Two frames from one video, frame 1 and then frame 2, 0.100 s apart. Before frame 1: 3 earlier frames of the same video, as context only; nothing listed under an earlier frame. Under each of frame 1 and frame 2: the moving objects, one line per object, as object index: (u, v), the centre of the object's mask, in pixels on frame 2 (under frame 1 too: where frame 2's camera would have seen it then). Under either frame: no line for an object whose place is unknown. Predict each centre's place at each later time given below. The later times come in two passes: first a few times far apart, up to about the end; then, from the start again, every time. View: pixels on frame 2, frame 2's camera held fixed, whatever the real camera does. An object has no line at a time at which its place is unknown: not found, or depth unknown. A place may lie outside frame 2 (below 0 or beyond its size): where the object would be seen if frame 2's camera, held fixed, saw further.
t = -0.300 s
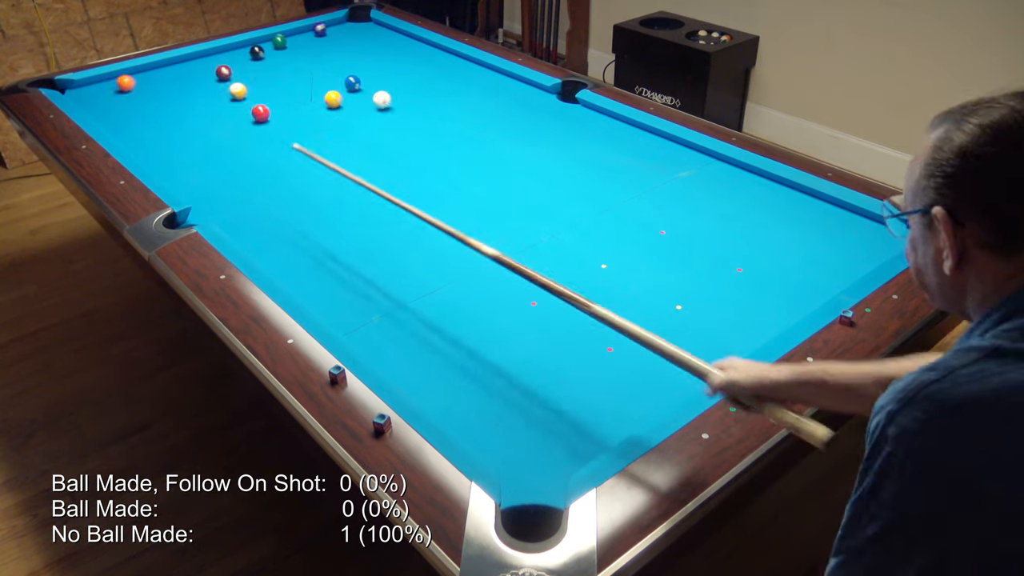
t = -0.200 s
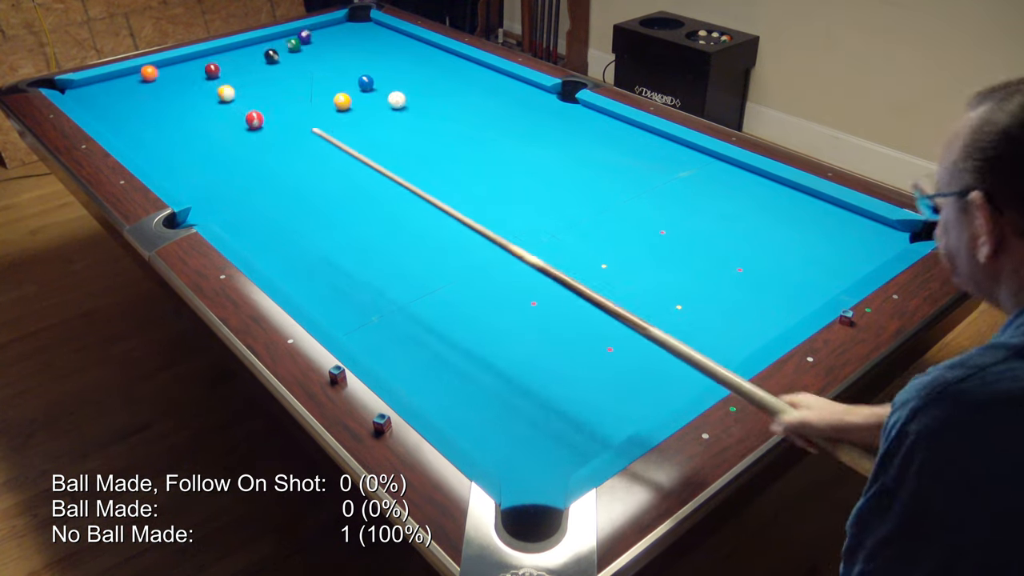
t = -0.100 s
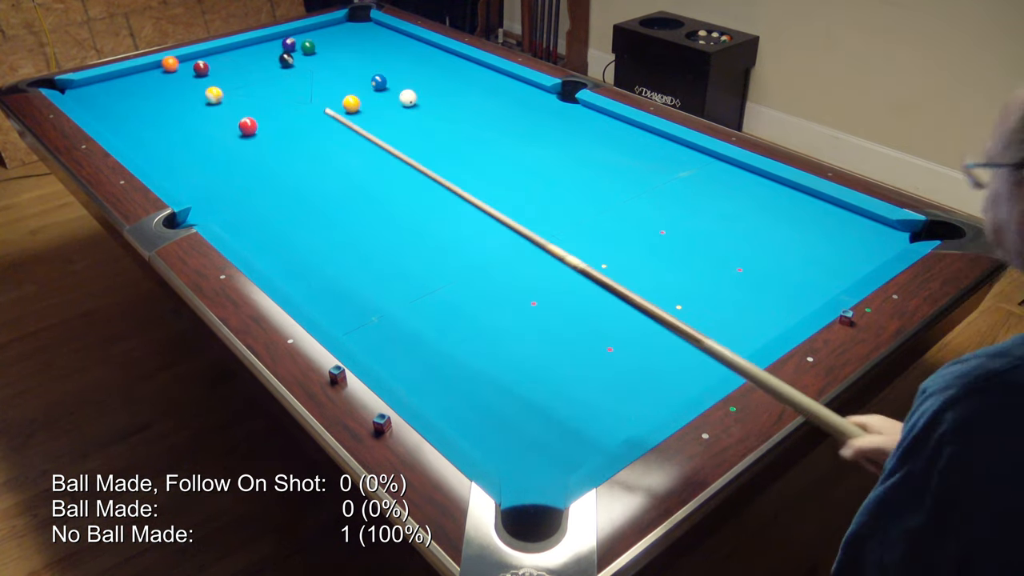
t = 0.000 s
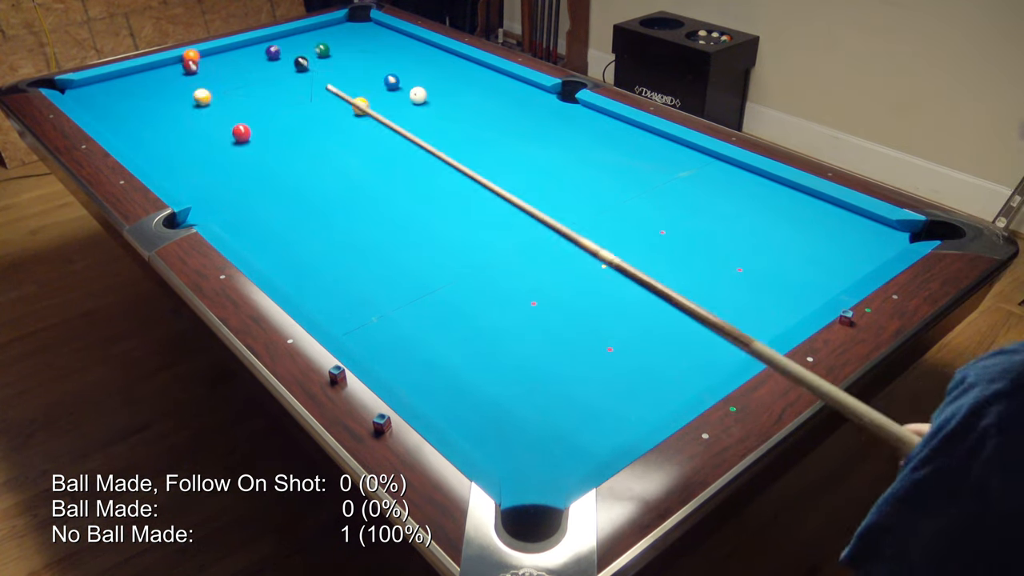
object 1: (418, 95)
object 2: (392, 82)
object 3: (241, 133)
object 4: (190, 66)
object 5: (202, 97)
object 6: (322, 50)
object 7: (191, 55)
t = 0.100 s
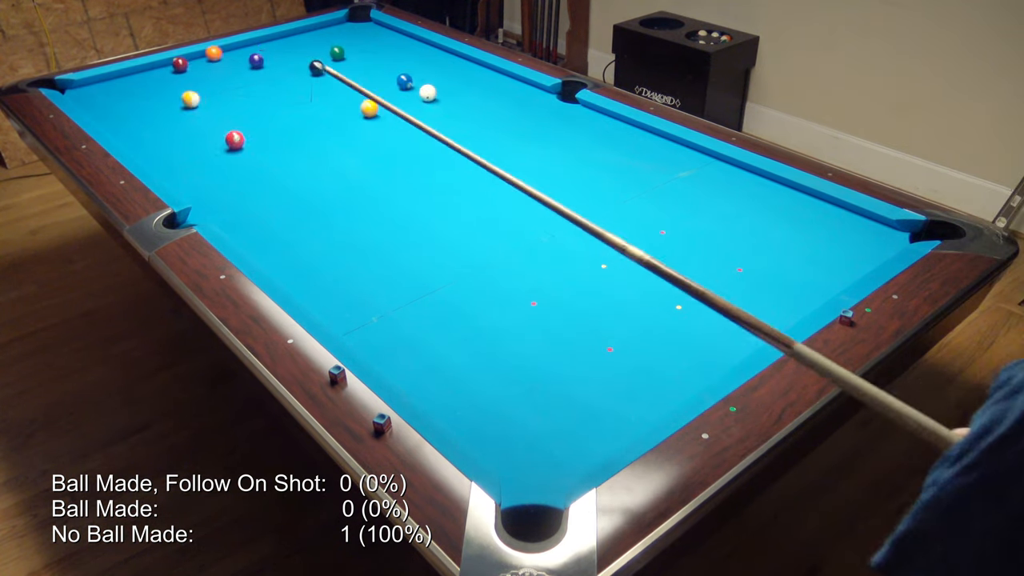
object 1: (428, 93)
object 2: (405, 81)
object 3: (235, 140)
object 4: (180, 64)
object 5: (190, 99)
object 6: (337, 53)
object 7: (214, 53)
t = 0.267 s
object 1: (443, 88)
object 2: (424, 80)
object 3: (223, 151)
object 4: (167, 63)
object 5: (171, 102)
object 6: (361, 58)
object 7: (250, 47)
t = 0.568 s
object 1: (470, 82)
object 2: (457, 78)
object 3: (202, 173)
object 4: (163, 70)
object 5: (138, 108)
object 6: (406, 66)
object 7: (311, 38)
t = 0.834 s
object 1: (496, 80)
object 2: (480, 75)
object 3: (189, 191)
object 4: (160, 76)
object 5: (110, 112)
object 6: (446, 74)
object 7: (360, 30)
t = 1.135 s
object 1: (510, 80)
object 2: (493, 70)
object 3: (212, 193)
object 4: (157, 83)
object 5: (102, 113)
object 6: (492, 83)
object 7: (380, 33)
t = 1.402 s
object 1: (519, 82)
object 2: (487, 75)
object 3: (232, 195)
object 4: (154, 88)
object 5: (111, 110)
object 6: (507, 94)
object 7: (374, 42)
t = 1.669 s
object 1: (522, 86)
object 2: (482, 78)
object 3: (249, 197)
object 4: (152, 93)
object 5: (118, 108)
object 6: (523, 107)
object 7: (367, 52)
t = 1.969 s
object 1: (524, 90)
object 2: (477, 80)
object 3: (267, 198)
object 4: (149, 98)
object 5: (124, 106)
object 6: (540, 121)
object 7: (359, 63)
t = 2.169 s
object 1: (525, 92)
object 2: (475, 81)
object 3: (277, 199)
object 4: (148, 101)
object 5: (128, 105)
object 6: (551, 130)
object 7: (354, 70)
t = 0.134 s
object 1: (431, 92)
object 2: (408, 81)
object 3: (232, 142)
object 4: (176, 64)
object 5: (187, 100)
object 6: (342, 54)
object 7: (221, 52)
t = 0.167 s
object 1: (434, 91)
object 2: (412, 81)
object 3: (230, 144)
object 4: (173, 63)
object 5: (183, 100)
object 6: (346, 55)
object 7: (228, 51)
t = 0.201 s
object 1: (437, 90)
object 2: (416, 81)
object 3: (228, 147)
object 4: (170, 62)
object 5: (179, 101)
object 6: (351, 56)
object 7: (235, 49)
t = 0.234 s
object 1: (440, 89)
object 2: (420, 81)
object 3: (226, 149)
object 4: (167, 62)
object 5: (175, 101)
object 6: (356, 57)
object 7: (243, 48)
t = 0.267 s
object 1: (443, 88)
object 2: (424, 80)
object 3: (223, 151)
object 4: (167, 63)
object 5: (171, 102)
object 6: (361, 58)
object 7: (250, 47)
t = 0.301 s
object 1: (446, 88)
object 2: (428, 80)
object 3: (221, 154)
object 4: (166, 64)
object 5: (168, 103)
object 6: (366, 59)
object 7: (257, 46)
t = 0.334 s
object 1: (449, 87)
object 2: (432, 80)
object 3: (219, 156)
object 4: (166, 64)
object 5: (164, 104)
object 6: (371, 60)
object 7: (264, 45)
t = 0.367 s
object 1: (452, 86)
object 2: (436, 80)
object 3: (216, 159)
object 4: (165, 65)
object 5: (160, 104)
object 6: (376, 60)
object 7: (271, 44)
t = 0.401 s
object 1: (455, 86)
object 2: (440, 80)
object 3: (214, 161)
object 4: (165, 66)
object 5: (156, 105)
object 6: (381, 61)
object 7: (277, 43)
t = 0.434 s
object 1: (458, 85)
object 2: (443, 80)
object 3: (212, 163)
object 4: (165, 67)
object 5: (153, 105)
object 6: (386, 62)
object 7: (284, 42)
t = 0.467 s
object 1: (460, 84)
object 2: (447, 79)
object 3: (209, 166)
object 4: (164, 68)
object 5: (149, 106)
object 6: (391, 63)
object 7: (291, 41)
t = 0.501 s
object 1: (463, 83)
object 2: (450, 79)
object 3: (207, 168)
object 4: (164, 68)
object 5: (146, 107)
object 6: (396, 64)
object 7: (298, 40)
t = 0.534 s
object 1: (466, 83)
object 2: (454, 78)
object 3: (204, 171)
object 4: (164, 70)
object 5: (142, 107)
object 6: (401, 65)
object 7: (304, 39)
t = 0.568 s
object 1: (470, 82)
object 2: (457, 78)
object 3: (202, 173)
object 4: (163, 70)
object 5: (138, 108)
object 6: (406, 66)
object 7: (311, 38)
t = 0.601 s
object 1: (473, 82)
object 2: (460, 77)
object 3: (200, 176)
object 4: (163, 71)
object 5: (134, 108)
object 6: (411, 67)
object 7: (317, 37)
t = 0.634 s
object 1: (476, 82)
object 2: (463, 77)
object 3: (197, 178)
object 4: (163, 72)
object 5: (131, 109)
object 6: (416, 68)
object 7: (323, 36)
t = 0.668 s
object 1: (480, 81)
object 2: (466, 77)
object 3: (195, 181)
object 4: (162, 73)
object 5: (127, 110)
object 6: (421, 69)
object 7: (330, 35)
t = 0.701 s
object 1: (483, 81)
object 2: (469, 76)
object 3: (192, 183)
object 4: (162, 74)
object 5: (124, 110)
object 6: (426, 70)
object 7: (336, 34)
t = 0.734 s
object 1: (486, 81)
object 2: (471, 76)
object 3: (190, 186)
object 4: (162, 74)
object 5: (120, 111)
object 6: (431, 71)
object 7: (342, 33)
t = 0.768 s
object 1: (489, 80)
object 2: (474, 75)
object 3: (188, 188)
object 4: (161, 75)
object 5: (116, 111)
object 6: (436, 72)
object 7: (348, 32)
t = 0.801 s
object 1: (493, 80)
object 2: (477, 75)
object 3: (186, 189)
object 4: (161, 75)
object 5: (113, 112)
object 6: (441, 73)
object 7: (354, 31)
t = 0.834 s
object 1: (496, 80)
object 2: (480, 75)
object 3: (189, 191)
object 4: (160, 76)
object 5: (110, 112)
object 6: (446, 74)
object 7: (360, 30)
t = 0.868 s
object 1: (499, 79)
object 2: (482, 74)
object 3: (191, 191)
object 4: (160, 77)
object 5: (106, 113)
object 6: (451, 75)
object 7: (366, 29)
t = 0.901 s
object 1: (502, 79)
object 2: (485, 74)
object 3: (194, 192)
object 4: (160, 78)
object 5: (103, 114)
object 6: (456, 76)
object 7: (372, 28)
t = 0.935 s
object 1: (505, 79)
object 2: (487, 73)
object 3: (196, 192)
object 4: (159, 78)
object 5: (100, 114)
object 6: (461, 77)
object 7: (378, 27)
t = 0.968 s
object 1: (508, 78)
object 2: (490, 73)
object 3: (199, 192)
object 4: (159, 79)
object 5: (97, 114)
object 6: (466, 78)
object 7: (384, 27)
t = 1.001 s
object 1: (511, 78)
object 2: (492, 72)
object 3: (202, 193)
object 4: (159, 80)
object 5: (97, 114)
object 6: (471, 79)
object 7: (384, 28)
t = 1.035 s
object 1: (512, 78)
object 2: (495, 71)
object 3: (204, 193)
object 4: (158, 81)
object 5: (98, 114)
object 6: (476, 80)
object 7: (383, 29)
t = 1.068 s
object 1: (511, 79)
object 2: (494, 72)
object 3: (207, 193)
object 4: (158, 82)
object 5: (100, 114)
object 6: (481, 81)
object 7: (382, 30)
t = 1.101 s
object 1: (511, 79)
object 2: (495, 71)
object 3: (210, 193)
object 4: (158, 82)
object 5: (101, 113)
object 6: (487, 82)
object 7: (381, 32)
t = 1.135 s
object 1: (510, 80)
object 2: (493, 70)
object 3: (212, 193)
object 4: (157, 83)
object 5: (102, 113)
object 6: (492, 83)
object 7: (380, 33)
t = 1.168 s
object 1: (511, 80)
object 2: (492, 71)
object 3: (215, 193)
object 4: (157, 84)
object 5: (103, 113)
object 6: (495, 84)
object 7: (379, 34)
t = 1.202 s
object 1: (514, 80)
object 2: (491, 72)
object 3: (217, 194)
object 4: (157, 84)
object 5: (105, 112)
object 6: (497, 85)
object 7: (379, 35)
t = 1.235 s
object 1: (516, 80)
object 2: (490, 73)
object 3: (220, 194)
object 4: (156, 85)
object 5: (106, 112)
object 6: (499, 87)
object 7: (378, 36)
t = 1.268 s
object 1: (518, 80)
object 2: (490, 74)
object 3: (222, 194)
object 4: (156, 86)
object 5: (107, 112)
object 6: (500, 88)
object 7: (377, 37)
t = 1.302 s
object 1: (518, 81)
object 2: (489, 74)
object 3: (225, 195)
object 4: (155, 86)
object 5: (108, 111)
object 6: (502, 90)
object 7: (376, 39)
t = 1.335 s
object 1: (519, 81)
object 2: (489, 74)
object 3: (227, 195)
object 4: (155, 87)
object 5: (109, 111)
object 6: (504, 91)
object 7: (375, 40)
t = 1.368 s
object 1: (519, 82)
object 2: (488, 75)
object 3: (229, 195)
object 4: (155, 88)
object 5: (110, 111)
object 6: (506, 93)
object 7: (375, 41)
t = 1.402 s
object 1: (519, 82)
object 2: (487, 75)
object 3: (232, 195)
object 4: (154, 88)
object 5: (111, 110)
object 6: (507, 94)
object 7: (374, 42)
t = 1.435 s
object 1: (520, 83)
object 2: (486, 76)
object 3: (234, 195)
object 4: (154, 89)
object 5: (112, 110)
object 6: (509, 96)
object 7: (373, 44)
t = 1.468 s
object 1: (520, 83)
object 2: (486, 76)
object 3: (236, 196)
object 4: (154, 90)
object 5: (113, 110)
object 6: (511, 98)
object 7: (372, 45)
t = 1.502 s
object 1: (520, 84)
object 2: (485, 76)
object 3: (239, 196)
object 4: (153, 90)
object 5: (114, 109)
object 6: (513, 99)
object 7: (371, 46)
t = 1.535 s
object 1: (521, 84)
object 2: (485, 76)
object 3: (241, 196)
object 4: (153, 91)
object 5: (115, 109)
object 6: (515, 101)
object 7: (370, 47)
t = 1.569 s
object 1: (521, 85)
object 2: (484, 77)
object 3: (243, 196)
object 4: (153, 91)
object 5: (116, 109)
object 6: (517, 102)
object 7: (369, 49)
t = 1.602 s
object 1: (521, 85)
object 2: (483, 77)
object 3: (245, 196)
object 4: (152, 92)
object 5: (117, 109)
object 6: (519, 104)
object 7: (369, 50)
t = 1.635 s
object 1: (521, 86)
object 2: (483, 77)
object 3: (247, 196)
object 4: (152, 93)
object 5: (118, 108)
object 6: (521, 105)
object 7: (368, 51)
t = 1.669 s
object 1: (522, 86)
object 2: (482, 78)
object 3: (249, 197)
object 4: (152, 93)
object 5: (118, 108)
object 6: (523, 107)
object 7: (367, 52)
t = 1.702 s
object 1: (522, 87)
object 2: (481, 78)
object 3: (251, 197)
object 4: (151, 94)
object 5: (119, 108)
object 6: (525, 108)
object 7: (366, 53)
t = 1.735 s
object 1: (522, 87)
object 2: (481, 78)
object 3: (253, 197)
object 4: (151, 94)
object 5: (120, 108)
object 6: (527, 110)
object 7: (365, 55)
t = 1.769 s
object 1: (522, 87)
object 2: (480, 79)
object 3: (256, 197)
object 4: (151, 95)
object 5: (121, 107)
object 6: (528, 111)
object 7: (365, 56)
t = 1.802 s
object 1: (523, 88)
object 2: (480, 79)
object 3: (257, 197)
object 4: (150, 95)
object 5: (121, 107)
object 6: (530, 113)
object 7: (364, 57)
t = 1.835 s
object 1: (523, 88)
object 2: (479, 79)
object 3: (260, 198)
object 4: (150, 96)
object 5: (122, 107)
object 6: (532, 114)
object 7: (363, 58)
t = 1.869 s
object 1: (523, 88)
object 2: (479, 79)
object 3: (261, 198)
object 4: (150, 96)
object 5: (123, 107)
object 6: (534, 116)
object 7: (362, 59)
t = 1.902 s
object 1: (523, 89)
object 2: (478, 80)
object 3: (263, 198)
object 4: (150, 97)
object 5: (123, 106)
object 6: (536, 118)
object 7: (361, 61)
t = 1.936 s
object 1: (524, 89)
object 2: (478, 80)
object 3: (265, 198)
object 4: (149, 97)
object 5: (124, 106)
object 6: (538, 119)
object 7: (360, 62)
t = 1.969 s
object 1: (524, 90)
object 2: (477, 80)
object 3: (267, 198)
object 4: (149, 98)
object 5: (124, 106)
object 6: (540, 121)
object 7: (359, 63)
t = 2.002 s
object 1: (524, 90)
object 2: (477, 80)
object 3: (269, 198)
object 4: (149, 98)
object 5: (125, 106)
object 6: (542, 122)
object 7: (358, 64)
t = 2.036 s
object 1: (524, 90)
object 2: (477, 80)
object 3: (270, 198)
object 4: (149, 99)
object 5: (125, 106)
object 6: (543, 124)
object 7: (358, 66)
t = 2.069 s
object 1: (525, 91)
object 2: (476, 81)
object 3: (272, 199)
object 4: (148, 100)
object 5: (126, 106)
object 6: (545, 125)
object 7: (357, 67)
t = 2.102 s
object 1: (525, 91)
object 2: (476, 81)
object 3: (274, 199)
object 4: (148, 100)
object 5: (126, 105)
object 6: (547, 127)
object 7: (356, 68)
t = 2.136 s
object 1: (525, 91)
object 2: (476, 81)
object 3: (275, 199)
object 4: (148, 101)
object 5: (127, 105)
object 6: (549, 128)
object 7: (355, 69)
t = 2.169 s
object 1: (525, 92)
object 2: (475, 81)
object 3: (277, 199)
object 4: (148, 101)
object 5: (128, 105)
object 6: (551, 130)
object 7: (354, 70)
